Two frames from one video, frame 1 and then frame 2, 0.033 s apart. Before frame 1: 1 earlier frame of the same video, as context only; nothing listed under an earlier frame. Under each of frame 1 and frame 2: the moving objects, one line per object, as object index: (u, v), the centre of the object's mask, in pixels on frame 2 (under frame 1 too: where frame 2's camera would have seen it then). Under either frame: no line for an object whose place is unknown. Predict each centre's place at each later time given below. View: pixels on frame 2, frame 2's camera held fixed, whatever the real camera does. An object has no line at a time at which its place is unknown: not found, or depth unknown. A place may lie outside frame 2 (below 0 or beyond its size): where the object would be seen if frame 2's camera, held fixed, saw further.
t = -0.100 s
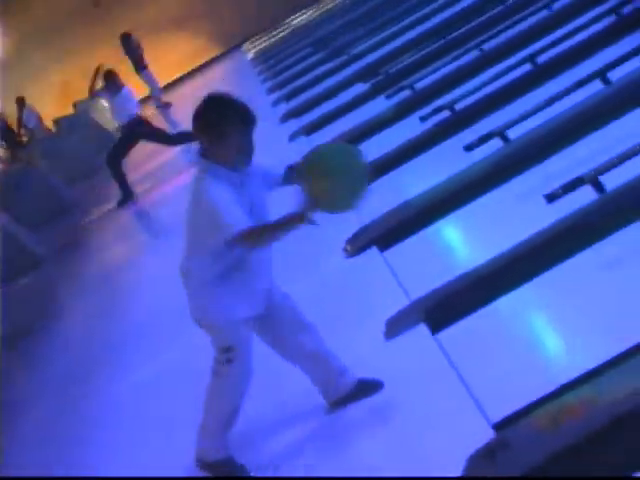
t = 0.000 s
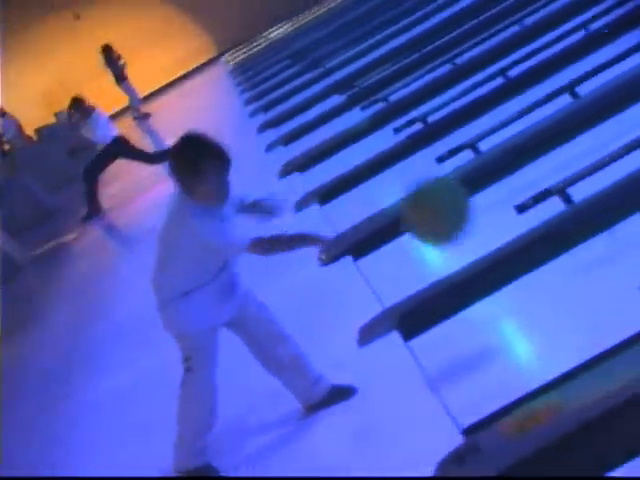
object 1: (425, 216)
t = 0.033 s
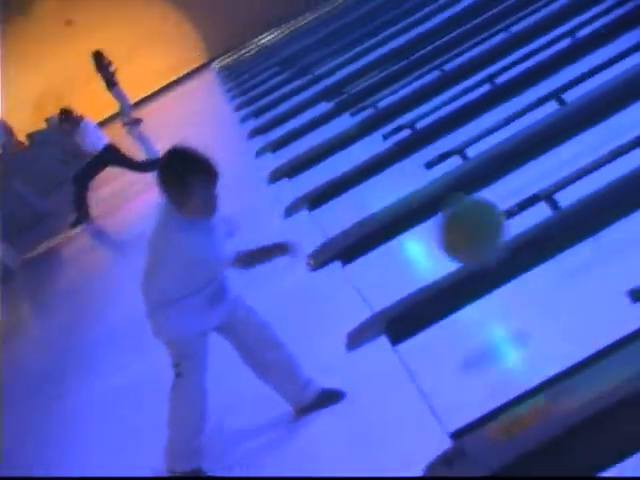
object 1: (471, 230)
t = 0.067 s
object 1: (520, 248)
